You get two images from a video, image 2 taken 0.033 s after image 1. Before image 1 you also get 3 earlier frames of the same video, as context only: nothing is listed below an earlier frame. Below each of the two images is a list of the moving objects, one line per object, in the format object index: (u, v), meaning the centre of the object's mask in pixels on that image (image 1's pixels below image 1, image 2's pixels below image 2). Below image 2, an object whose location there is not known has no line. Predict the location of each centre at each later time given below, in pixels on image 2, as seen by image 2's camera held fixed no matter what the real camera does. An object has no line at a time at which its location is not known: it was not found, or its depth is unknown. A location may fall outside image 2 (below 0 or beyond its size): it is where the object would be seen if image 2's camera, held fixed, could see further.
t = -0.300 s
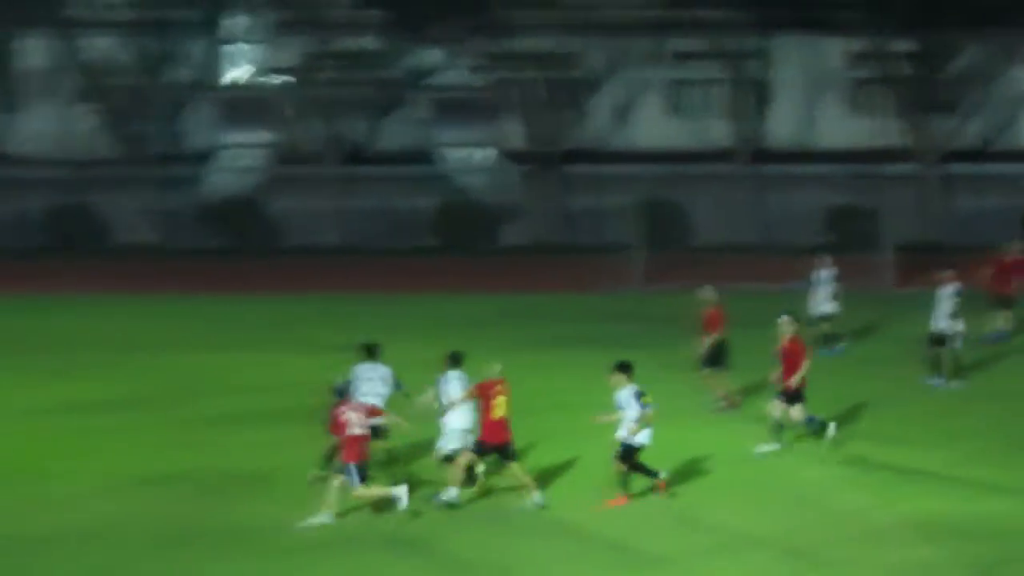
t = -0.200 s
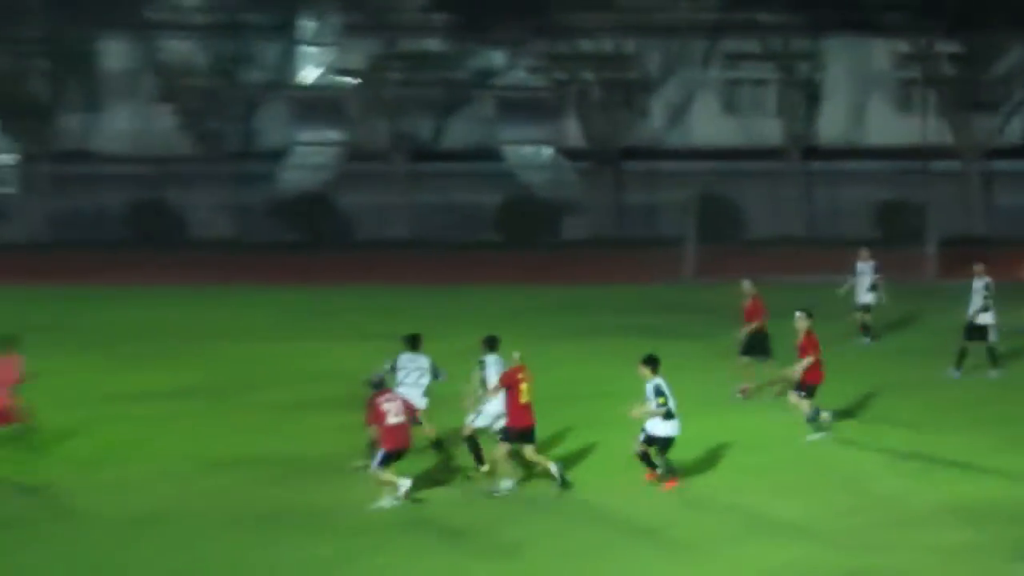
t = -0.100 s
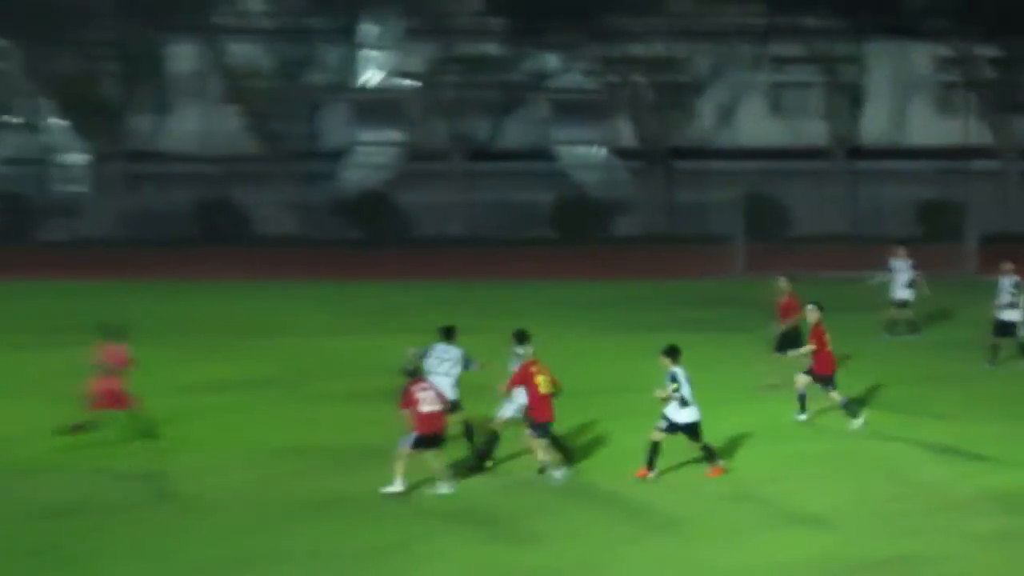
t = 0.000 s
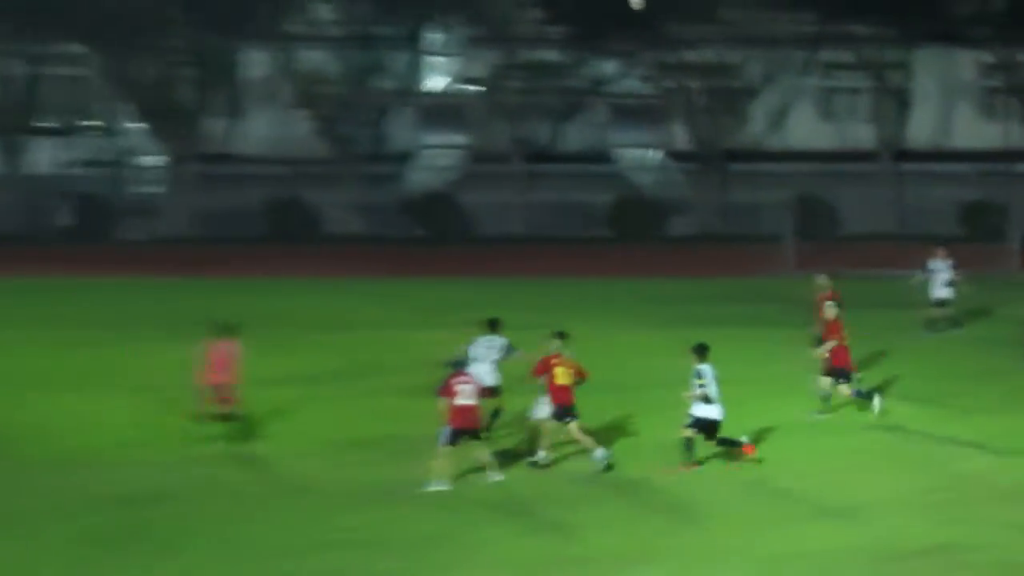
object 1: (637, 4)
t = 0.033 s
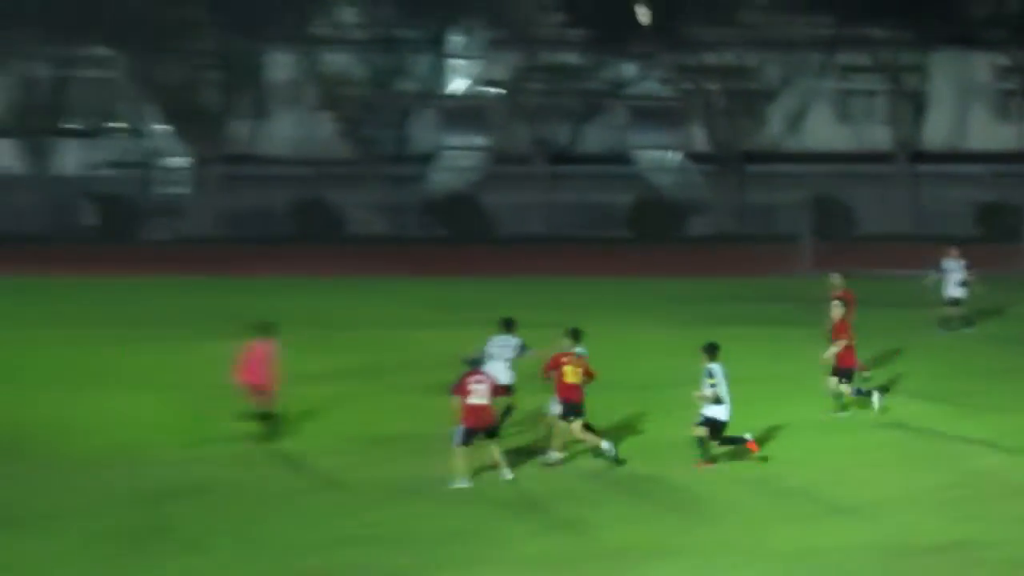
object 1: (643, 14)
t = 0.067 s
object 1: (630, 27)
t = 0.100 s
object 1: (618, 40)
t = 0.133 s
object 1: (607, 53)
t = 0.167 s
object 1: (596, 67)
